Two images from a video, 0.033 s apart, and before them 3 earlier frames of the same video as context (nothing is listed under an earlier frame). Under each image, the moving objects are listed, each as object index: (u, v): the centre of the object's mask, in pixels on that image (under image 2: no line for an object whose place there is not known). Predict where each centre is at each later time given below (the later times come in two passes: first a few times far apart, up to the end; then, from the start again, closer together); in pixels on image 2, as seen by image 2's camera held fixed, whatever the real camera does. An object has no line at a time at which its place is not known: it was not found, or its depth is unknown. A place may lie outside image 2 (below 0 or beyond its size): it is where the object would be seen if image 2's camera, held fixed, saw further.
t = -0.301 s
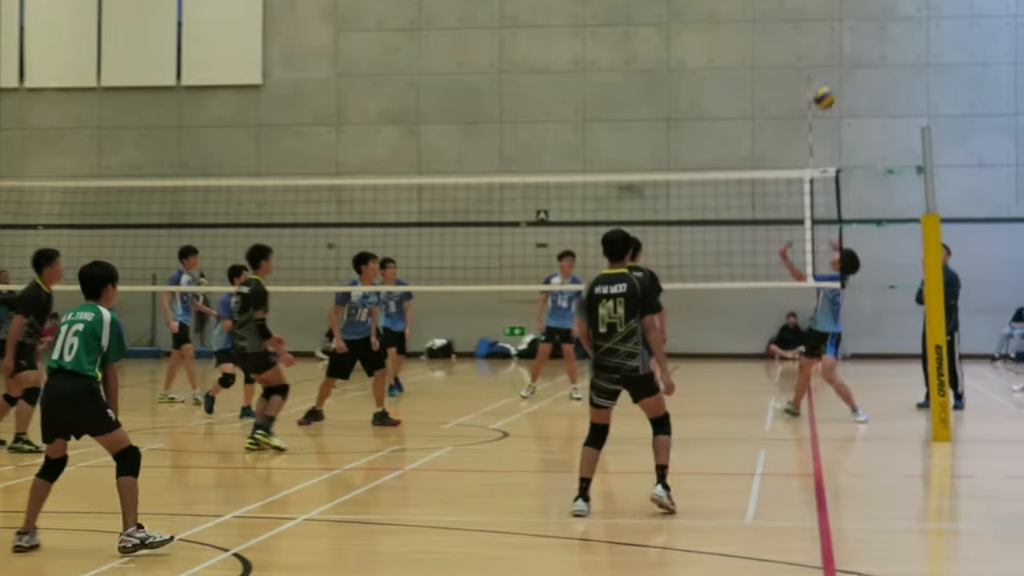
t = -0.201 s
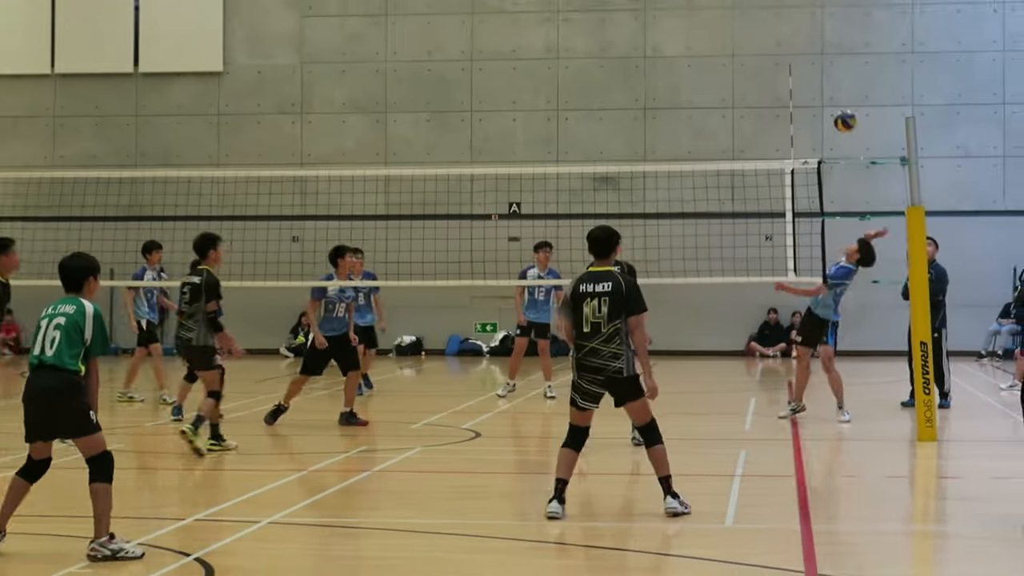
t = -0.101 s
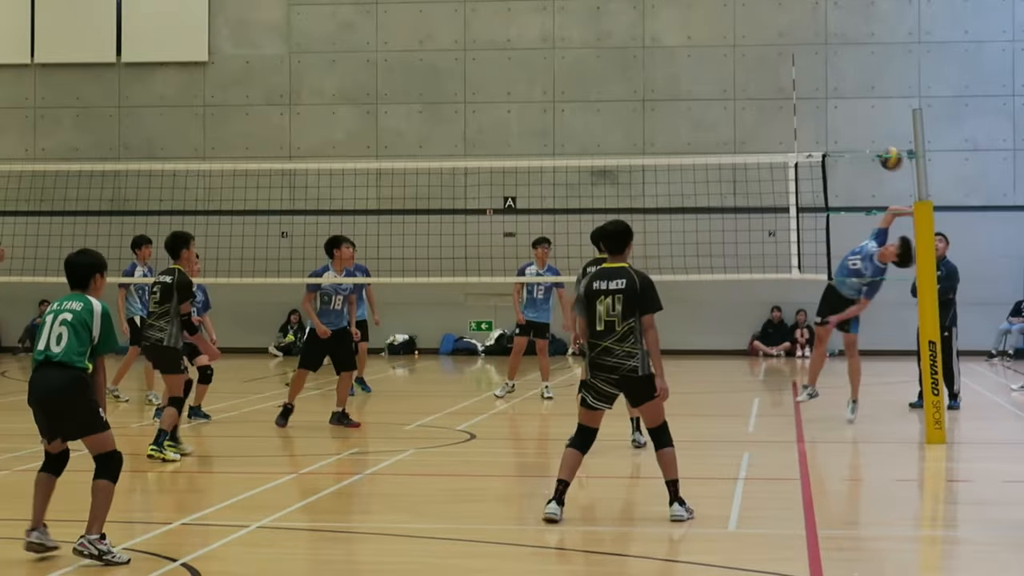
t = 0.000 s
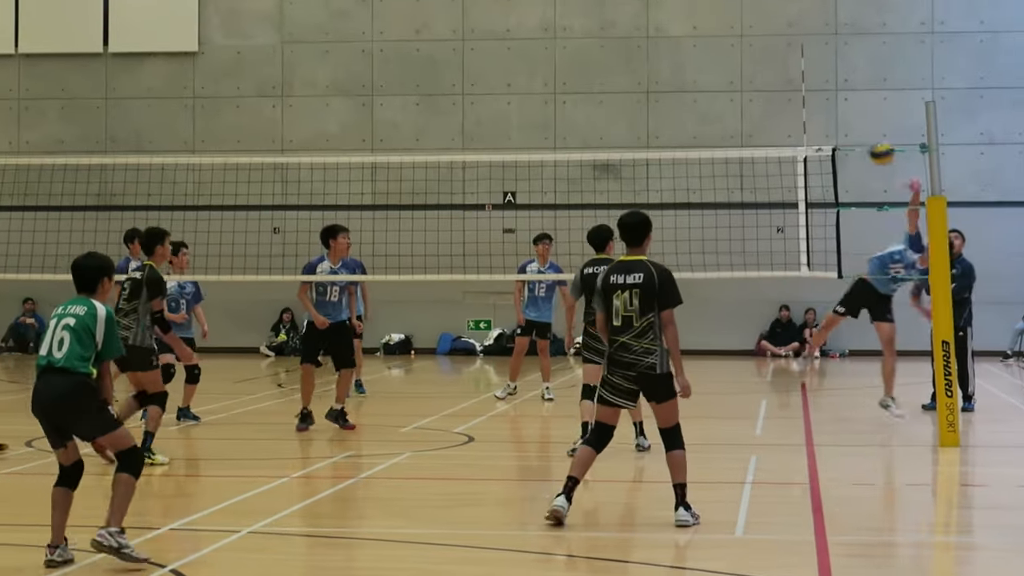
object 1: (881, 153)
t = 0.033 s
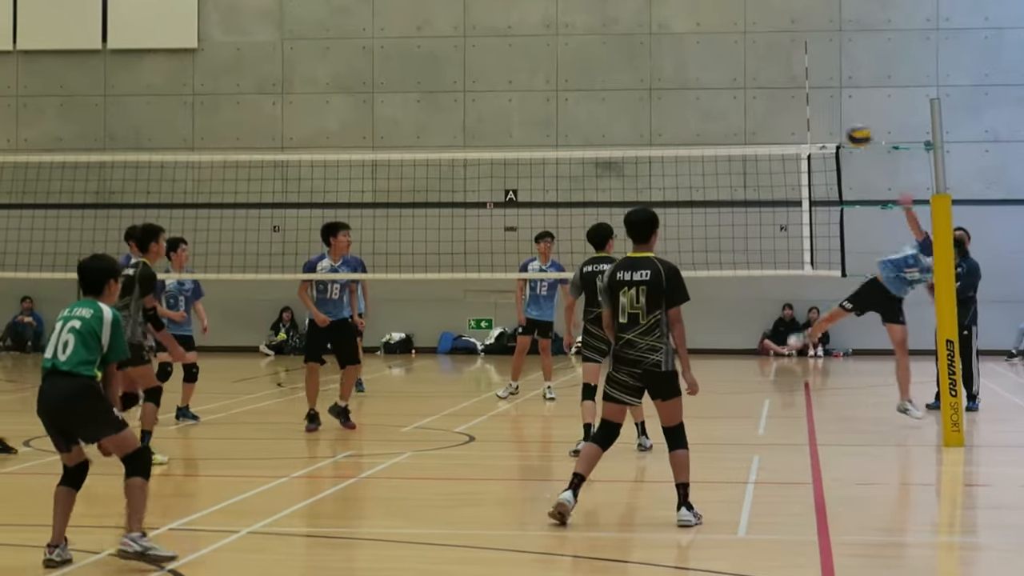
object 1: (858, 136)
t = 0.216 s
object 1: (712, 82)
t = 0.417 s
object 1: (553, 68)
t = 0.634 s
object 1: (381, 106)
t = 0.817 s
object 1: (233, 187)
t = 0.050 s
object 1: (846, 129)
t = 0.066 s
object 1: (832, 123)
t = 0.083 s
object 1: (820, 116)
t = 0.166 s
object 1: (752, 93)
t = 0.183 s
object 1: (739, 89)
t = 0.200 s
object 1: (725, 85)
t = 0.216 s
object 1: (712, 82)
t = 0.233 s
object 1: (699, 79)
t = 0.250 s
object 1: (686, 76)
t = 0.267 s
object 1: (673, 74)
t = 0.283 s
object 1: (659, 72)
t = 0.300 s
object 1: (647, 70)
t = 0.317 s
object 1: (633, 69)
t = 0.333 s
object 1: (619, 69)
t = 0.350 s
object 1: (605, 68)
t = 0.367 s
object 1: (593, 67)
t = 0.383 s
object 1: (580, 67)
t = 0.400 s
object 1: (566, 68)
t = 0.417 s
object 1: (553, 68)
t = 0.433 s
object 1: (540, 69)
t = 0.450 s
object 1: (527, 71)
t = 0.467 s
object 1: (514, 72)
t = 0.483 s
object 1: (500, 72)
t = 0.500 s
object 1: (487, 76)
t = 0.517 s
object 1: (473, 78)
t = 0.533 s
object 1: (461, 81)
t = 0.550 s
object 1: (448, 85)
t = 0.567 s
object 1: (434, 89)
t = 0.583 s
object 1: (420, 92)
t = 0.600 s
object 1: (408, 96)
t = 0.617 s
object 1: (394, 101)
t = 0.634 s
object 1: (381, 106)
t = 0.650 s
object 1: (367, 112)
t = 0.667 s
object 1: (355, 117)
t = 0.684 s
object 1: (342, 123)
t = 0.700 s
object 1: (327, 132)
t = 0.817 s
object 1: (233, 187)
